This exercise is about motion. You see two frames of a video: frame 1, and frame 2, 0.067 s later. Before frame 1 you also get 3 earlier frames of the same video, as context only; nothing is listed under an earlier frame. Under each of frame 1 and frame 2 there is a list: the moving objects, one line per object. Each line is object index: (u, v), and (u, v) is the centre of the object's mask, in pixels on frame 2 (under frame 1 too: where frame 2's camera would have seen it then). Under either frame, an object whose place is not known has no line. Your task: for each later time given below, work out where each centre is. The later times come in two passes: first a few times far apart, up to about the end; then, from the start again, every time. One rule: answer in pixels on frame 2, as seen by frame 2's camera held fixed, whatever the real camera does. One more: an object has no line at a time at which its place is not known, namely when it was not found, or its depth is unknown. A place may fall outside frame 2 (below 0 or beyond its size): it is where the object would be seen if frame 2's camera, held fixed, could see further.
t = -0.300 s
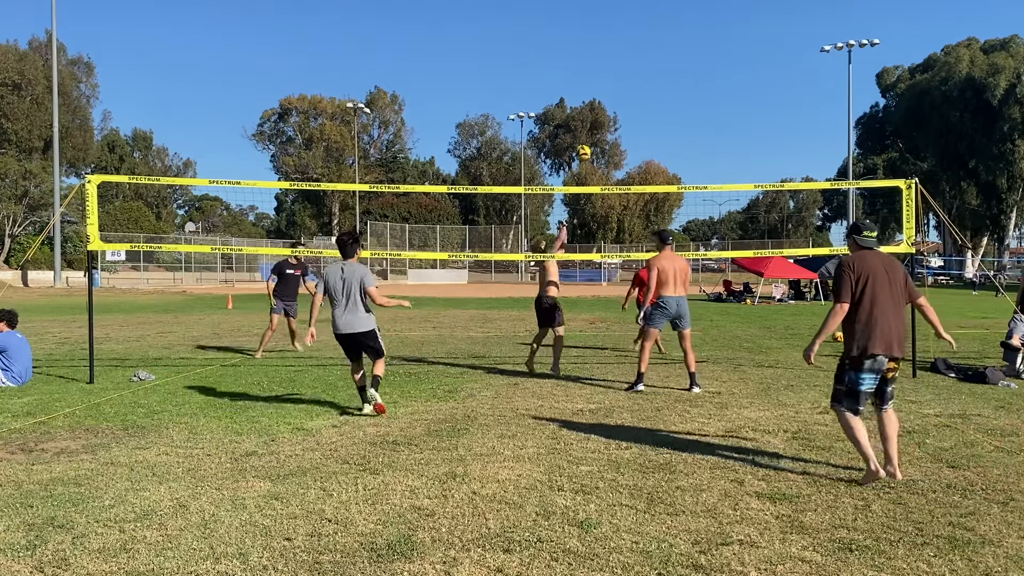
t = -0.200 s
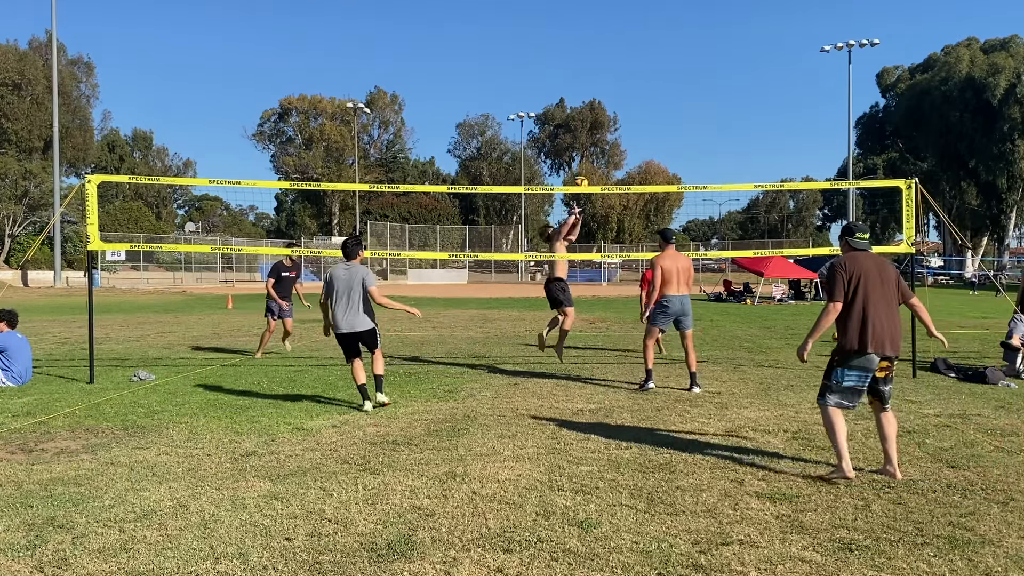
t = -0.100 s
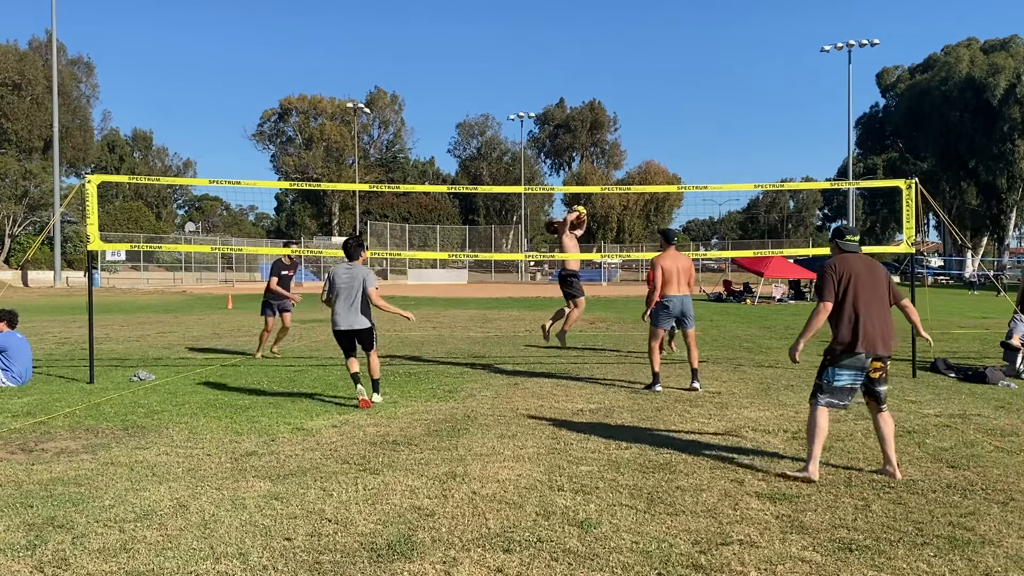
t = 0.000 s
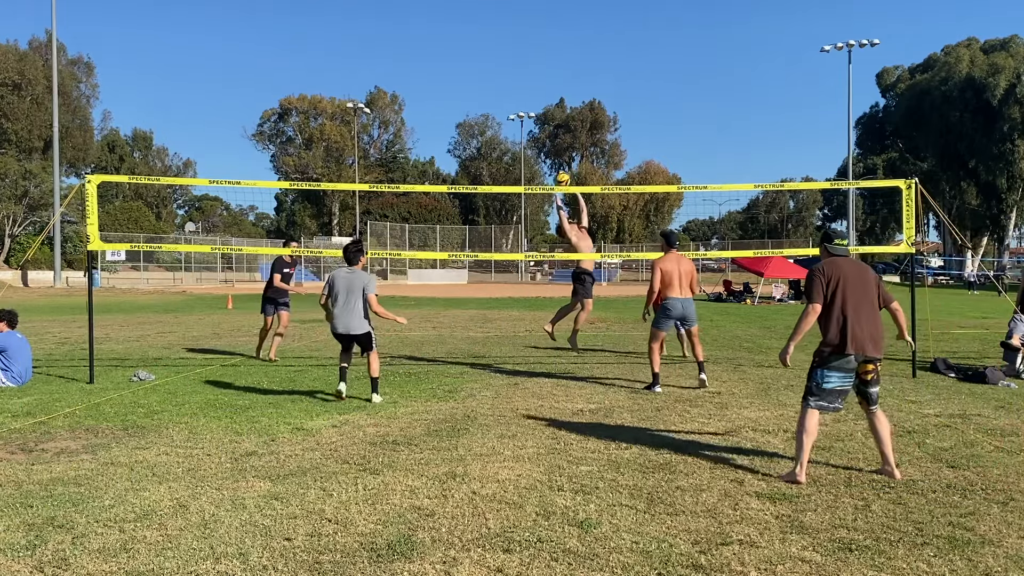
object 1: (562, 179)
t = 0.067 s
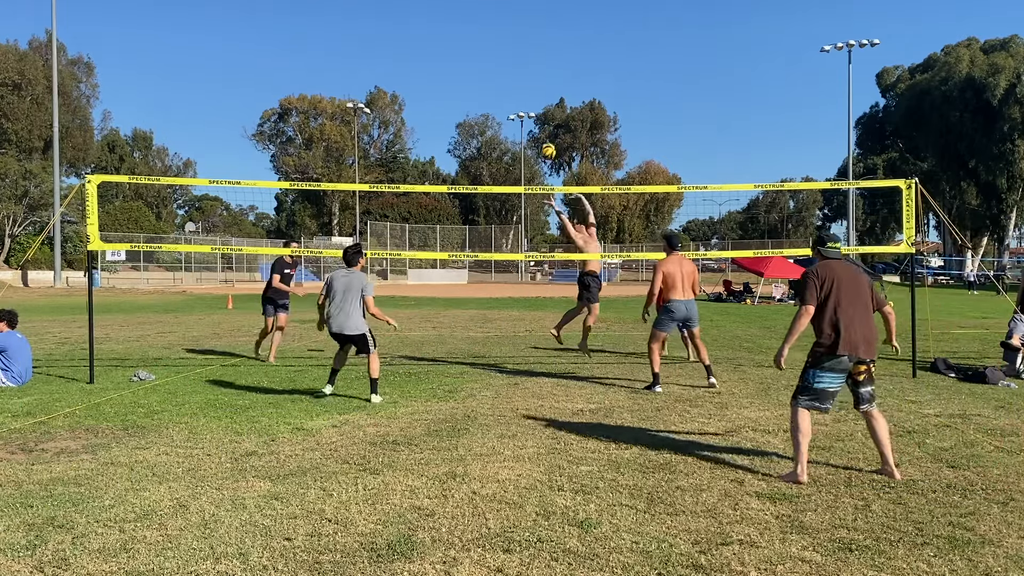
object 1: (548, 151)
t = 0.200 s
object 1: (519, 105)
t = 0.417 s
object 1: (475, 61)
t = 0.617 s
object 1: (435, 54)
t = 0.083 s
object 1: (544, 144)
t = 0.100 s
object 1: (541, 138)
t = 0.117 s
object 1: (537, 132)
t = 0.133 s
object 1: (533, 126)
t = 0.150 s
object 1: (530, 121)
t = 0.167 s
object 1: (526, 115)
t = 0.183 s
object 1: (523, 110)
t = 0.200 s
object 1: (519, 105)
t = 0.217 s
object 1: (516, 101)
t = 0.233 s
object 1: (512, 96)
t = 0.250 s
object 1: (509, 92)
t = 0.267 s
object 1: (505, 88)
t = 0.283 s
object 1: (502, 84)
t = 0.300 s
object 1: (498, 80)
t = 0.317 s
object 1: (495, 77)
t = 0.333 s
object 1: (491, 74)
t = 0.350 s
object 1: (488, 71)
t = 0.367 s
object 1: (485, 68)
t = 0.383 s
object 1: (481, 66)
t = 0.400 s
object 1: (478, 63)
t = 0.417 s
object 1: (475, 61)
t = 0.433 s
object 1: (471, 60)
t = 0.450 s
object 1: (468, 58)
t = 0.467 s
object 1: (465, 56)
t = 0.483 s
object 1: (461, 55)
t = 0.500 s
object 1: (458, 54)
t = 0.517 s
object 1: (454, 54)
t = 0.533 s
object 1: (451, 53)
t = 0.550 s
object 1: (448, 53)
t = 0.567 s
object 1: (444, 53)
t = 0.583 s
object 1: (441, 53)
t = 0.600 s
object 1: (438, 53)
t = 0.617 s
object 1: (435, 54)
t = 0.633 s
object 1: (431, 54)
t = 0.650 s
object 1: (428, 55)
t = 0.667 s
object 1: (425, 57)
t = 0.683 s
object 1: (421, 58)
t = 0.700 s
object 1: (418, 60)
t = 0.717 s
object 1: (415, 61)
